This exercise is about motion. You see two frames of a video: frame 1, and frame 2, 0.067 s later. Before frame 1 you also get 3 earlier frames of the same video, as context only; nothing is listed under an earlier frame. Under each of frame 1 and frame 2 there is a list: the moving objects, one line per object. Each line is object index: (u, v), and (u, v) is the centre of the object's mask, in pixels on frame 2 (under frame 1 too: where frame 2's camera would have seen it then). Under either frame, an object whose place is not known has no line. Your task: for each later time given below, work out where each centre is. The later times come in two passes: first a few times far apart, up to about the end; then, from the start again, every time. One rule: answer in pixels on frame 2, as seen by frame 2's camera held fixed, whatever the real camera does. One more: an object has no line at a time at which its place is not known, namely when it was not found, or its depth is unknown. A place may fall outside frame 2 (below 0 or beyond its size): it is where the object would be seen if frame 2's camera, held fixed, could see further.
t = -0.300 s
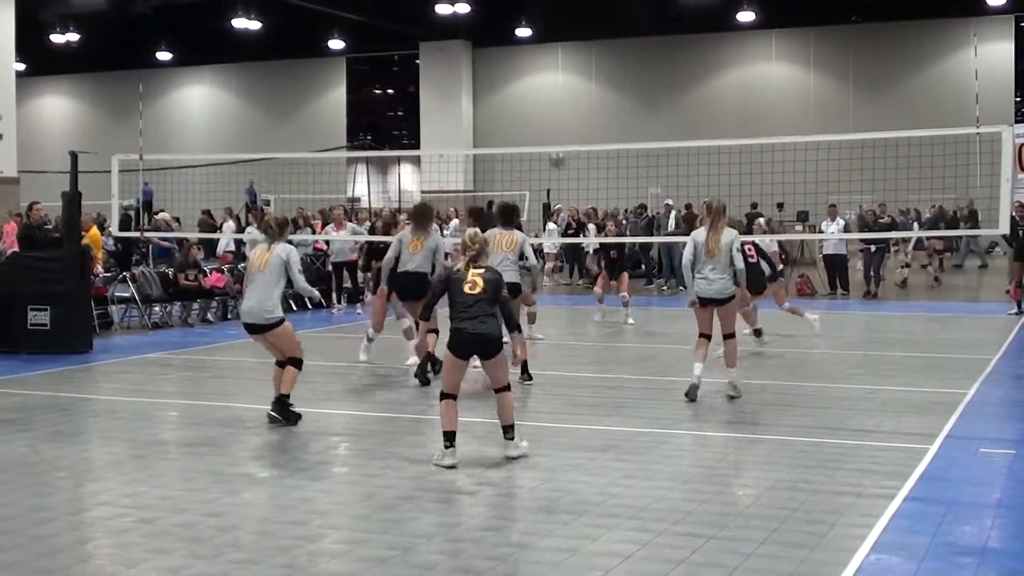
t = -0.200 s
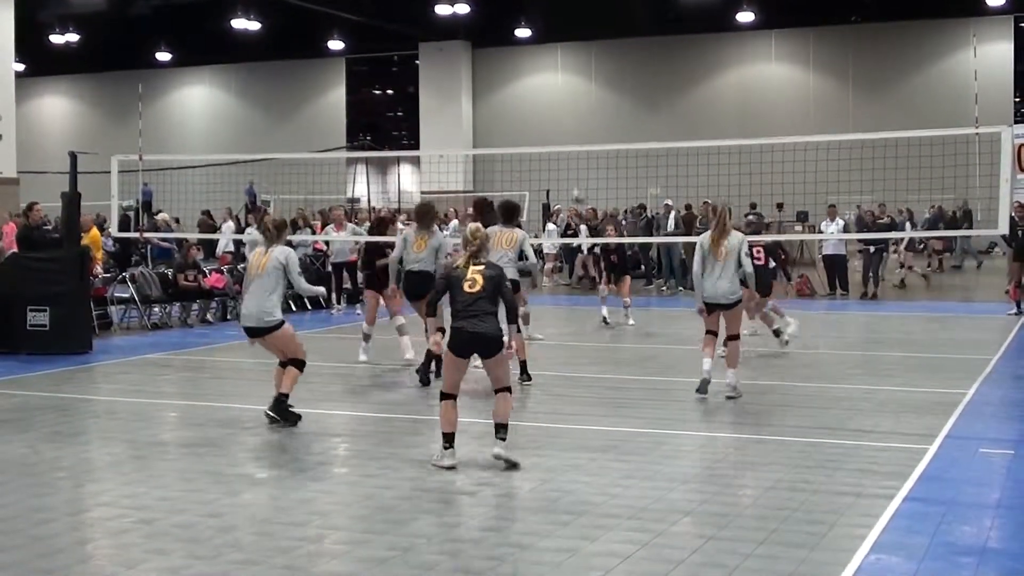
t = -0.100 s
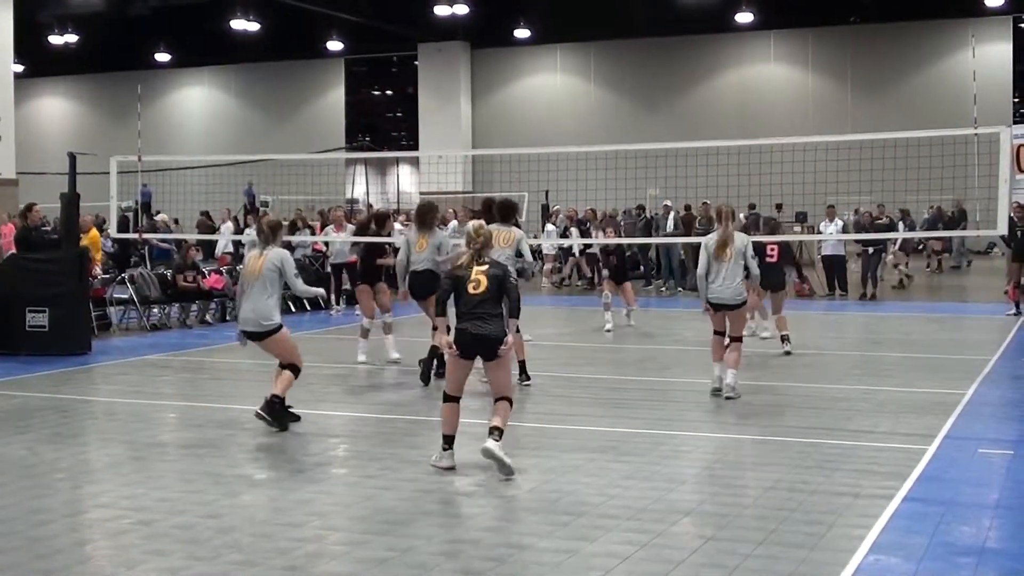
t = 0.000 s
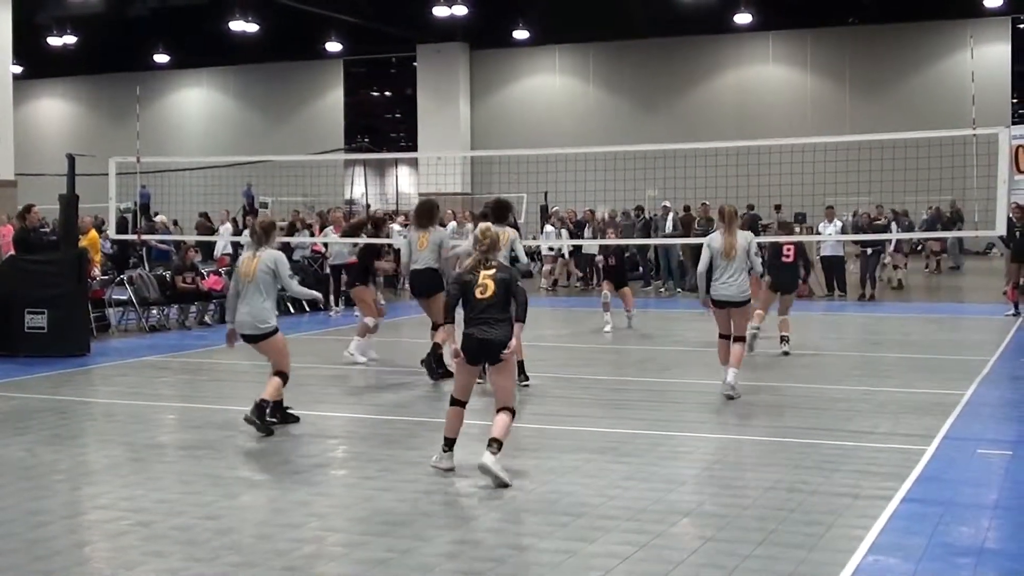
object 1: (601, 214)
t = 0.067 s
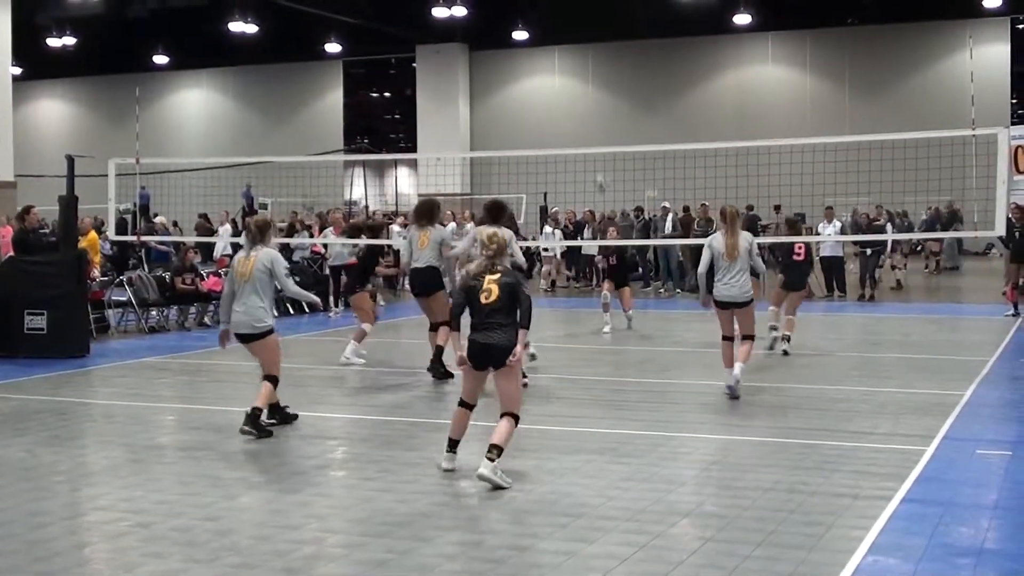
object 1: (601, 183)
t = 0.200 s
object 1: (600, 123)
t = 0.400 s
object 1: (597, 53)
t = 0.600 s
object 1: (595, 15)
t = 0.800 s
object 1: (593, 4)
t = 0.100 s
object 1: (599, 167)
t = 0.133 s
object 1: (600, 152)
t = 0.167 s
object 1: (599, 136)
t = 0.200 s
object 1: (600, 123)
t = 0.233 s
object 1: (599, 109)
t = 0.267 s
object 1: (598, 96)
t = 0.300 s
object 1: (598, 85)
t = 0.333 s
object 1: (596, 72)
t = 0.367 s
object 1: (597, 62)
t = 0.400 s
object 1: (597, 53)
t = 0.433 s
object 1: (596, 45)
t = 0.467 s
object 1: (596, 37)
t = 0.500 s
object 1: (596, 31)
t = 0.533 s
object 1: (596, 25)
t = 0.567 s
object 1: (595, 19)
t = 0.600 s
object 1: (595, 15)
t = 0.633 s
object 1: (594, 11)
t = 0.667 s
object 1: (594, 8)
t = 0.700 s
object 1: (594, 6)
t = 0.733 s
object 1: (594, 5)
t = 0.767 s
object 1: (593, 4)
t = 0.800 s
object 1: (593, 4)
